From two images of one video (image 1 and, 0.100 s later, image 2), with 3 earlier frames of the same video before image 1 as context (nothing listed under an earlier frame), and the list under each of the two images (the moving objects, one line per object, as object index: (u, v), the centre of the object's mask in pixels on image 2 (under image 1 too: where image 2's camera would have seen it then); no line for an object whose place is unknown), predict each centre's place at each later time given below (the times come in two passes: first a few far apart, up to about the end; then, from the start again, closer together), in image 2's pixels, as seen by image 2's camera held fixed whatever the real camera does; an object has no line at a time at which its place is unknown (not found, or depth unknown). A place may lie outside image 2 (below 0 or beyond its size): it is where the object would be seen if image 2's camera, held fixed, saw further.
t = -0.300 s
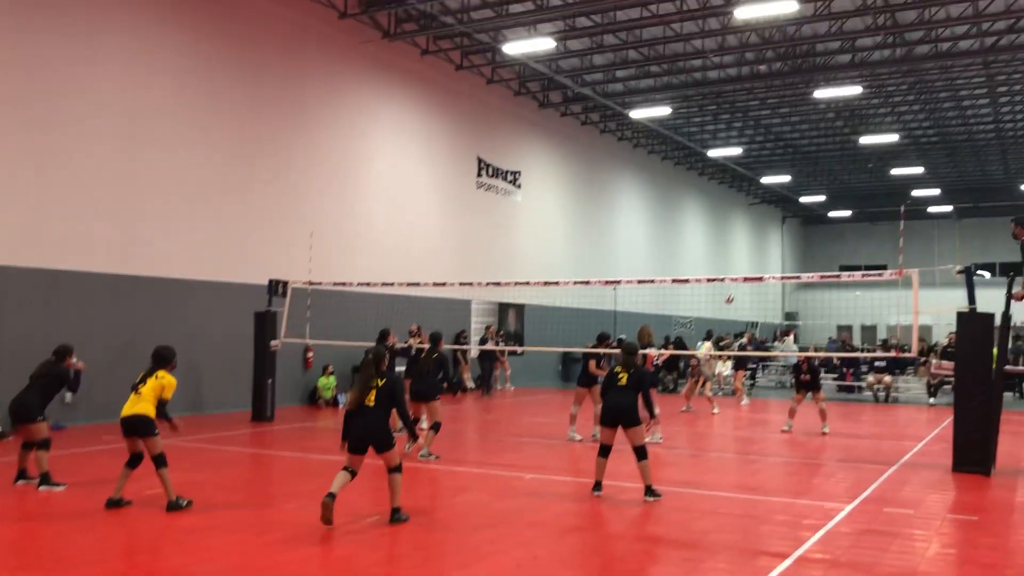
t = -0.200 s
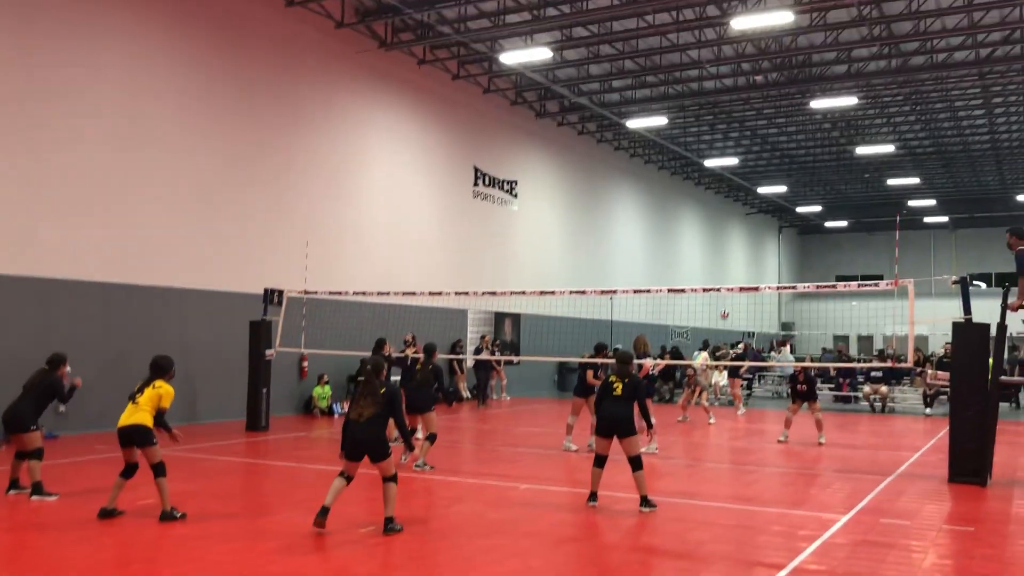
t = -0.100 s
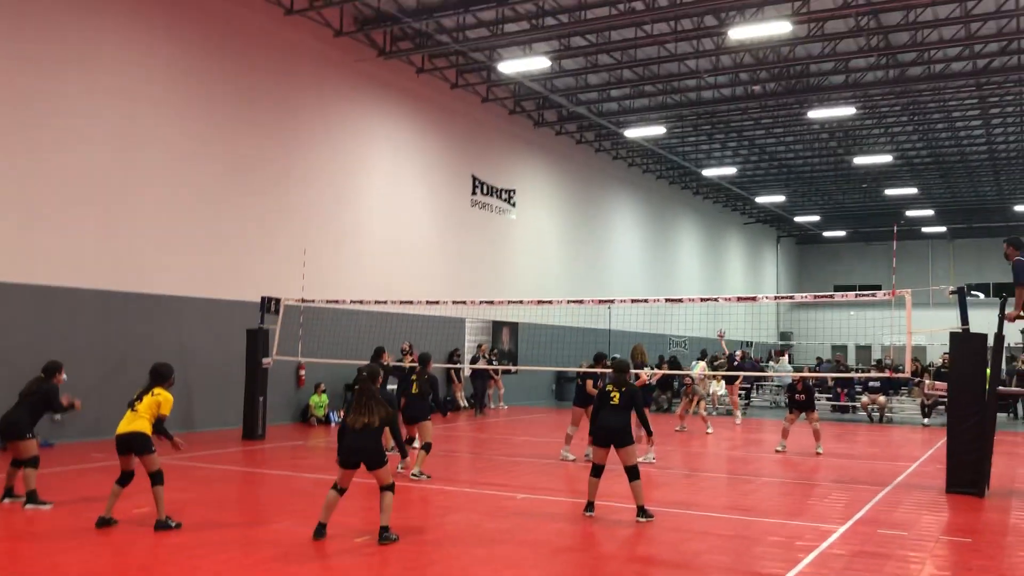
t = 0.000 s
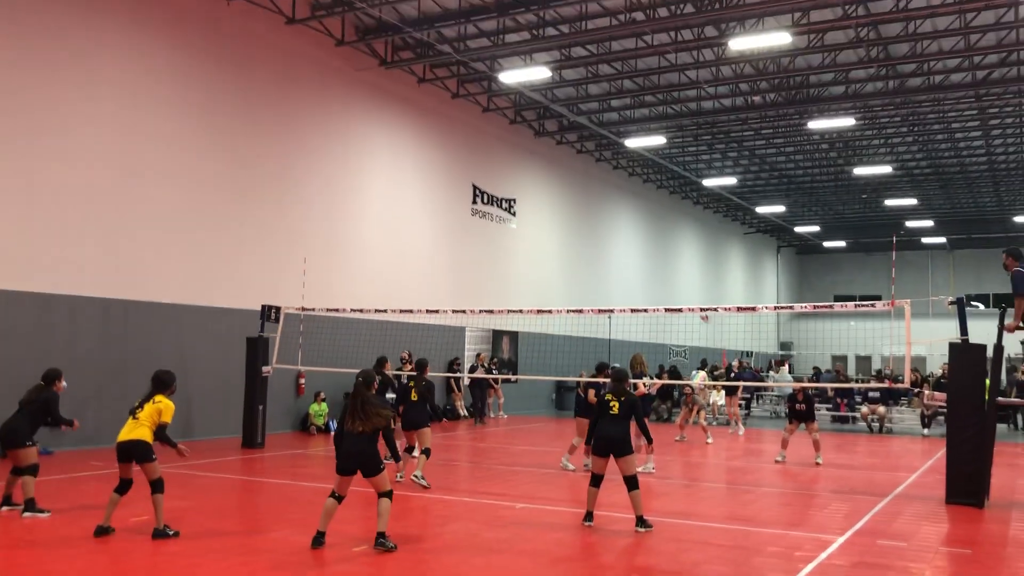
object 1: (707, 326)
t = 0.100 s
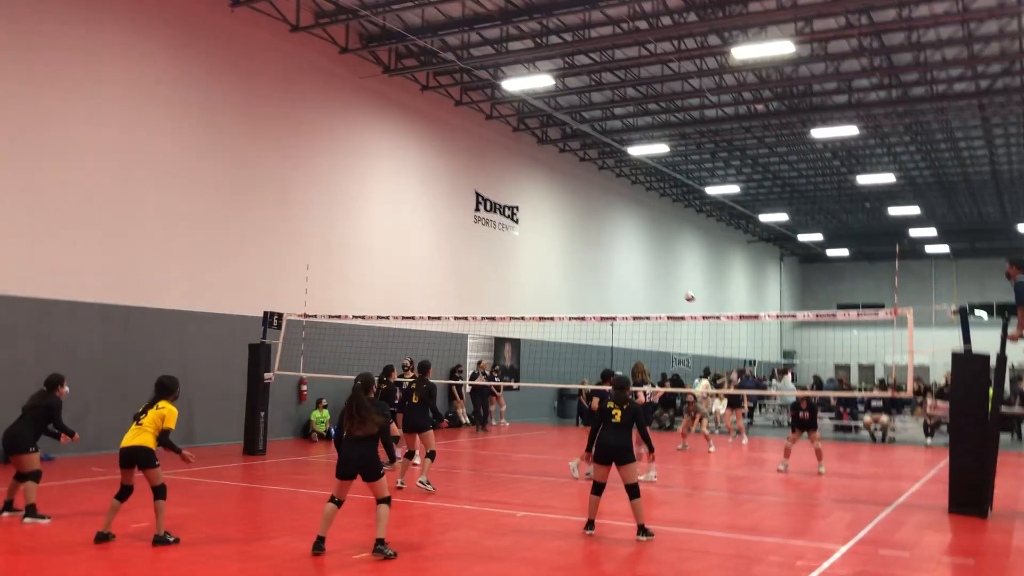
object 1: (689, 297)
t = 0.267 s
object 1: (658, 257)
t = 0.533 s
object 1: (604, 215)
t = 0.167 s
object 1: (677, 280)
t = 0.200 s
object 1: (671, 272)
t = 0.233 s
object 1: (665, 264)
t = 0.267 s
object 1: (658, 257)
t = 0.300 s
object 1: (652, 250)
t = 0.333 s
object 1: (645, 244)
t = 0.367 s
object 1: (638, 238)
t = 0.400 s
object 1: (631, 232)
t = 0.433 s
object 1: (625, 227)
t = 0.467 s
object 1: (618, 223)
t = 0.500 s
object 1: (611, 218)
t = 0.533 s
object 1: (604, 215)
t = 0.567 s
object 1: (596, 212)
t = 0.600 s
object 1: (588, 209)
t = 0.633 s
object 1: (580, 207)
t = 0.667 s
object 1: (572, 205)
